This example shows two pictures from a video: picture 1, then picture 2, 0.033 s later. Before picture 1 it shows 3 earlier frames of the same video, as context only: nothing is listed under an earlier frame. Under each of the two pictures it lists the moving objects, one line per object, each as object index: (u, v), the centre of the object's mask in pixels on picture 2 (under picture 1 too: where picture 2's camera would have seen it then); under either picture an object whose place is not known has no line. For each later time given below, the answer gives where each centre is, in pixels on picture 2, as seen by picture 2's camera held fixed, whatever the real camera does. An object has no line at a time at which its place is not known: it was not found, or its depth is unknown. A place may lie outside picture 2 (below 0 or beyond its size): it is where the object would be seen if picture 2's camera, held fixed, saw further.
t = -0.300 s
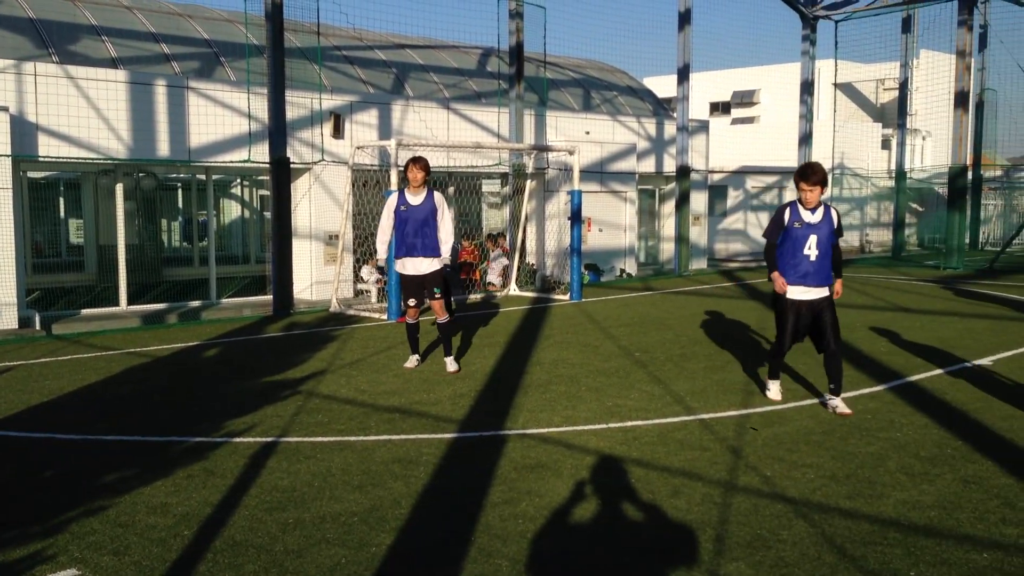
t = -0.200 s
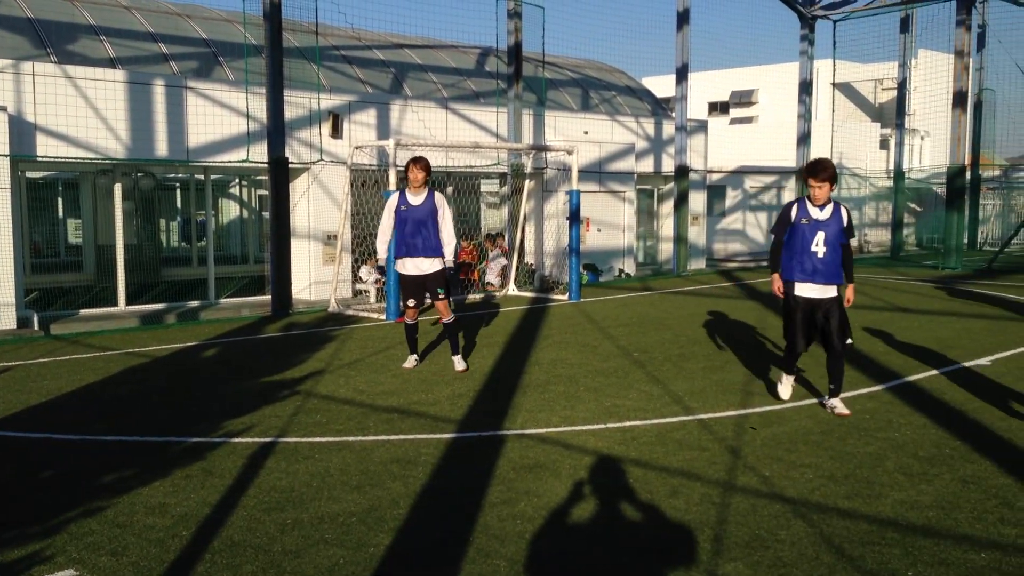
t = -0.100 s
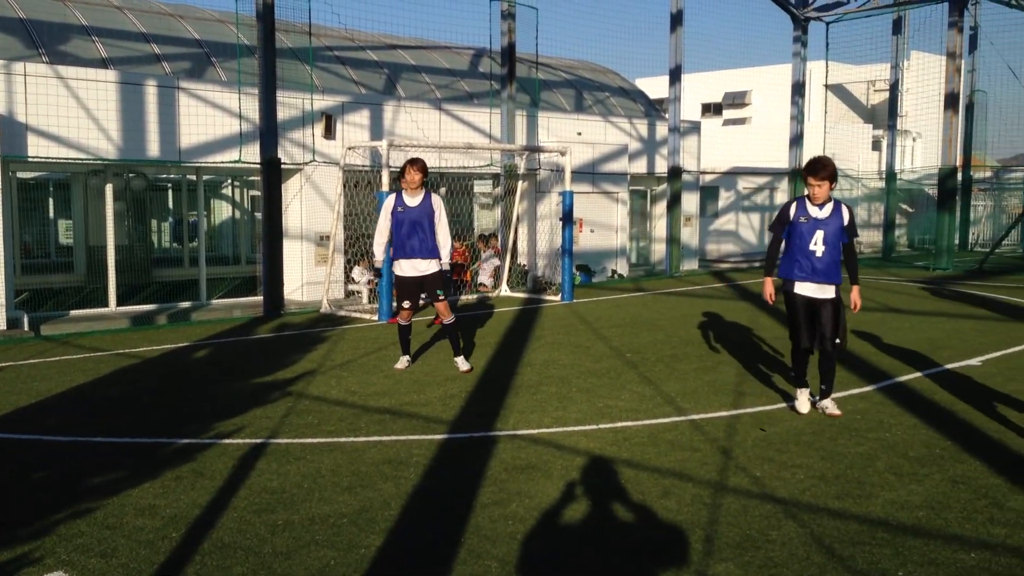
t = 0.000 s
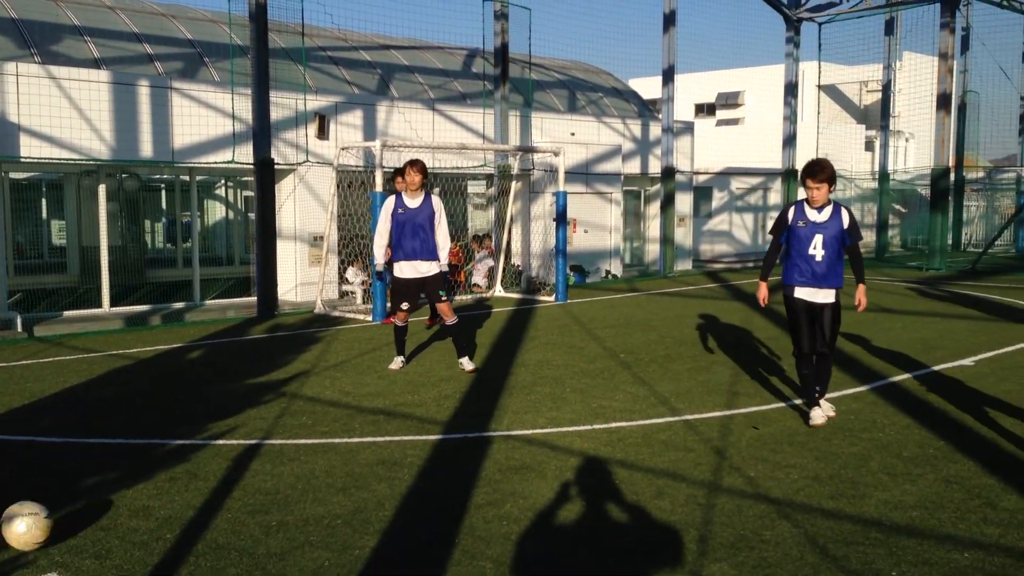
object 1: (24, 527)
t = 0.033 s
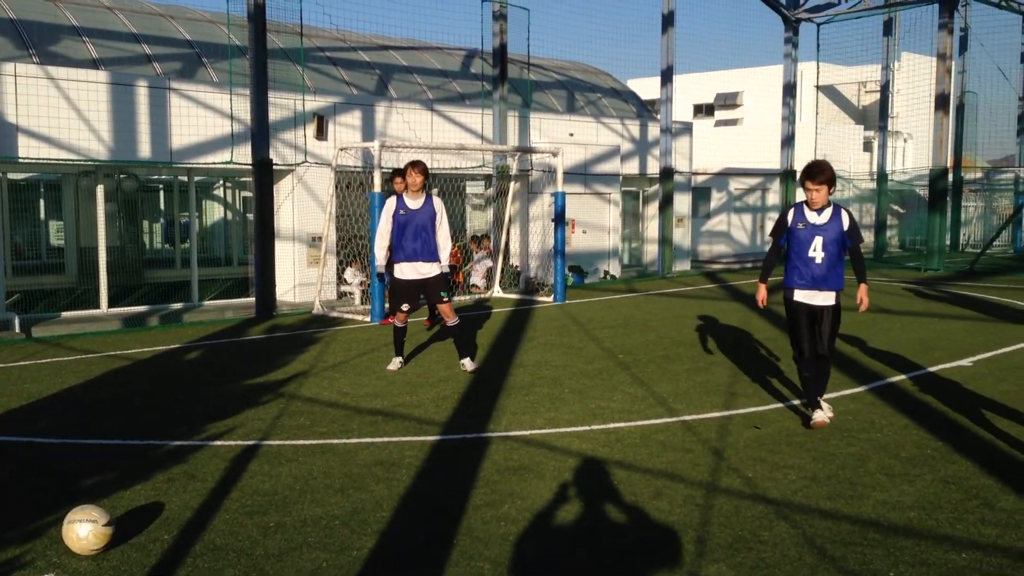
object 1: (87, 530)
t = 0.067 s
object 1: (149, 529)
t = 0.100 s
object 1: (209, 528)
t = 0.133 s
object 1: (268, 530)
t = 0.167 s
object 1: (325, 530)
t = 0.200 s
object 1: (381, 530)
